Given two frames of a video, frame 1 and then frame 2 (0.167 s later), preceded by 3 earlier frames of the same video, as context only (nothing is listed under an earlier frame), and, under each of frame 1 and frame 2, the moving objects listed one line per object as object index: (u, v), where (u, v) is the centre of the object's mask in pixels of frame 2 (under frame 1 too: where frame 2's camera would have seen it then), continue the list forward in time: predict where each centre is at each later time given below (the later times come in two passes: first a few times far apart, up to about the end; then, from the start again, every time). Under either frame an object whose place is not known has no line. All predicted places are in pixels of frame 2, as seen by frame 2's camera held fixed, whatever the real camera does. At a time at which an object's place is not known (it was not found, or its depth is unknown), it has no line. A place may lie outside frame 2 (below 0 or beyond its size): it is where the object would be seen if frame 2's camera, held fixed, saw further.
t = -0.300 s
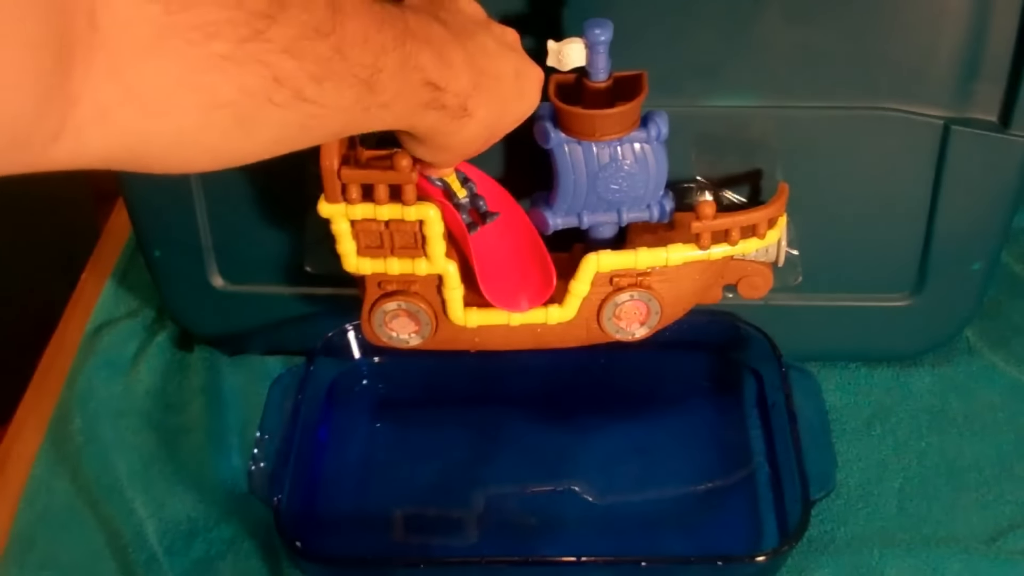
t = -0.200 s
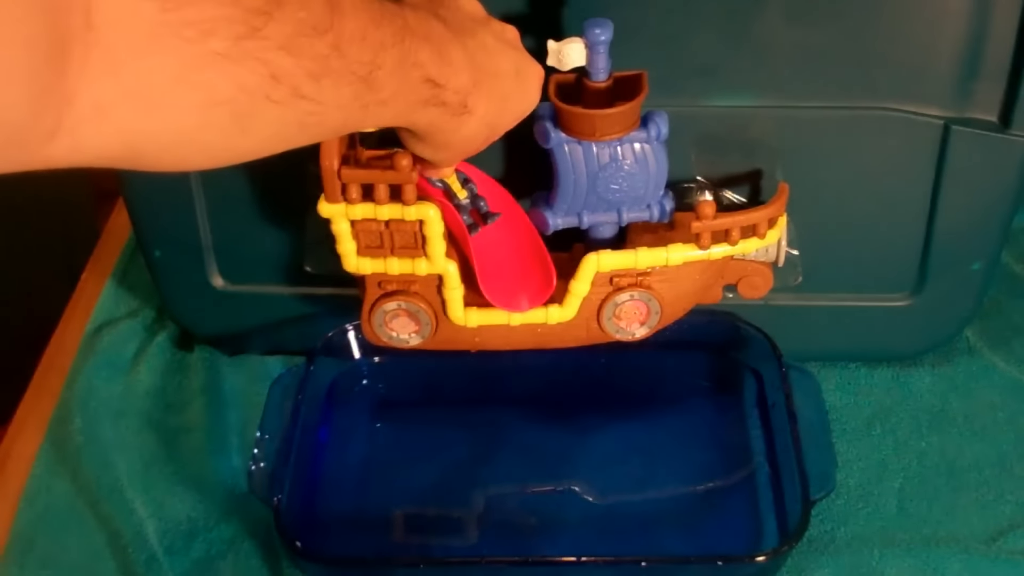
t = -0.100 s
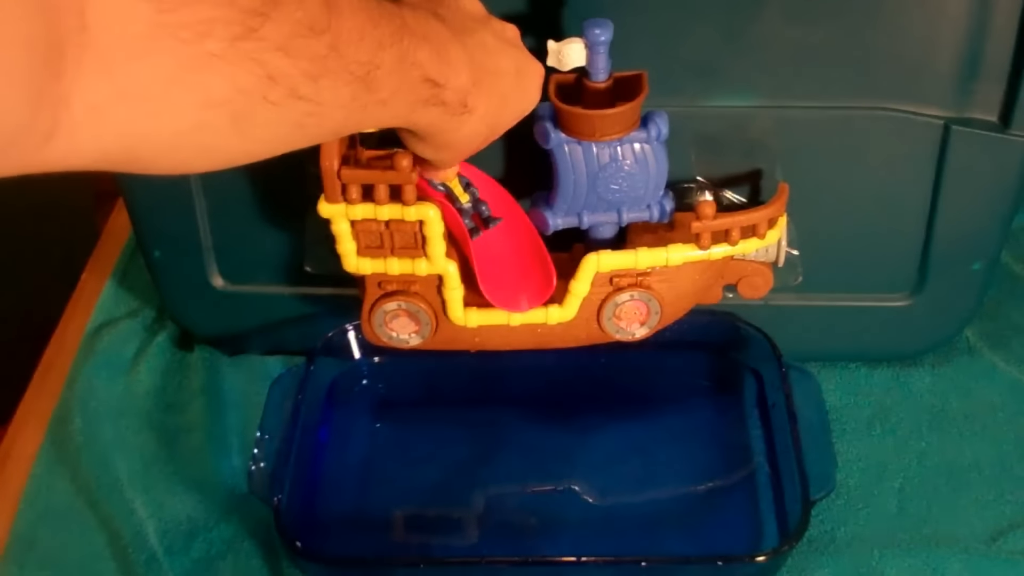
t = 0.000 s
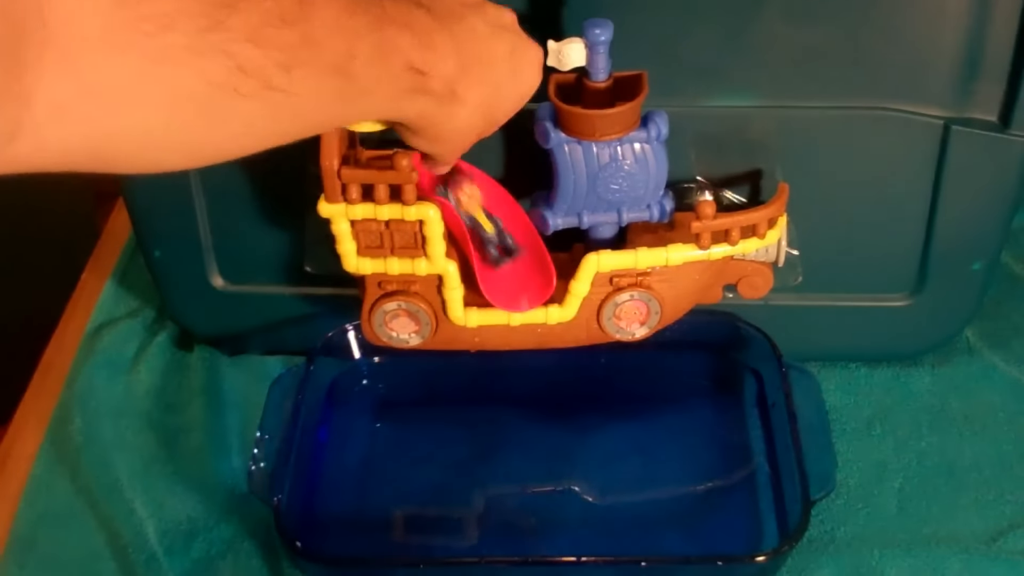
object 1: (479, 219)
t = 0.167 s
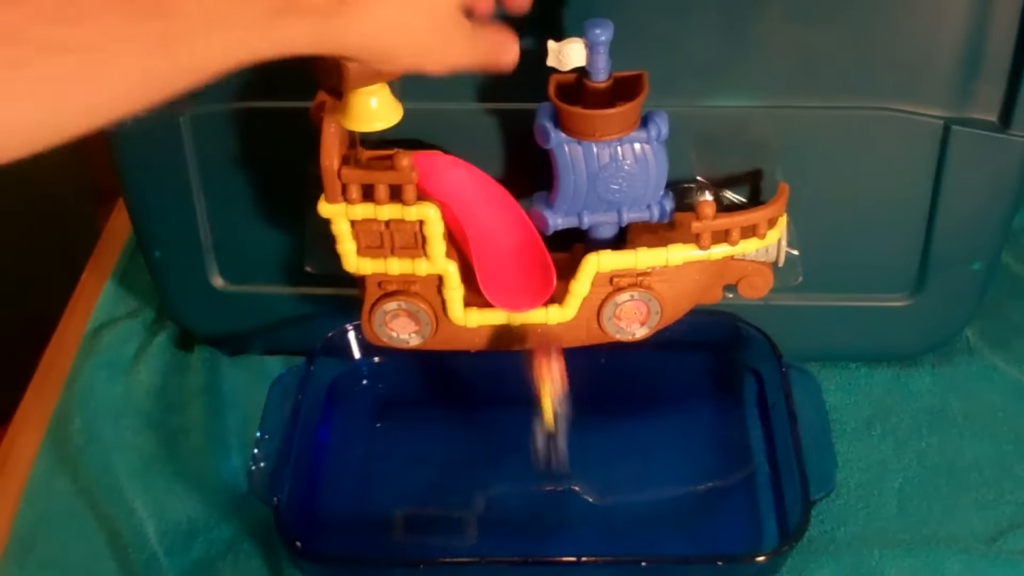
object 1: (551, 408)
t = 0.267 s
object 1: (574, 501)
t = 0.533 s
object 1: (592, 549)
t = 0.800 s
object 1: (579, 548)
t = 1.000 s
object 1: (578, 549)
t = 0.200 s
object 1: (560, 474)
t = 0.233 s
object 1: (563, 497)
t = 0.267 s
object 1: (574, 501)
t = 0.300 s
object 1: (571, 510)
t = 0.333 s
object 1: (572, 527)
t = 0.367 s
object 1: (583, 533)
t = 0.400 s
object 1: (582, 535)
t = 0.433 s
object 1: (571, 530)
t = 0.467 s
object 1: (580, 541)
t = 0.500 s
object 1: (578, 551)
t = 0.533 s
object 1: (592, 549)
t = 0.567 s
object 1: (586, 547)
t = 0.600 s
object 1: (576, 546)
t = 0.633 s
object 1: (565, 547)
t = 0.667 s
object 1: (580, 548)
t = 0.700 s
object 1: (579, 547)
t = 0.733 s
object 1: (579, 548)
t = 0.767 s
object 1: (578, 548)
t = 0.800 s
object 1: (579, 548)
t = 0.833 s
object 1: (579, 548)
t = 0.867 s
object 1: (578, 548)
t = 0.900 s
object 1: (577, 548)
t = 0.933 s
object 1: (578, 549)
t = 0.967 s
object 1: (578, 549)
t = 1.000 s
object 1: (578, 549)
